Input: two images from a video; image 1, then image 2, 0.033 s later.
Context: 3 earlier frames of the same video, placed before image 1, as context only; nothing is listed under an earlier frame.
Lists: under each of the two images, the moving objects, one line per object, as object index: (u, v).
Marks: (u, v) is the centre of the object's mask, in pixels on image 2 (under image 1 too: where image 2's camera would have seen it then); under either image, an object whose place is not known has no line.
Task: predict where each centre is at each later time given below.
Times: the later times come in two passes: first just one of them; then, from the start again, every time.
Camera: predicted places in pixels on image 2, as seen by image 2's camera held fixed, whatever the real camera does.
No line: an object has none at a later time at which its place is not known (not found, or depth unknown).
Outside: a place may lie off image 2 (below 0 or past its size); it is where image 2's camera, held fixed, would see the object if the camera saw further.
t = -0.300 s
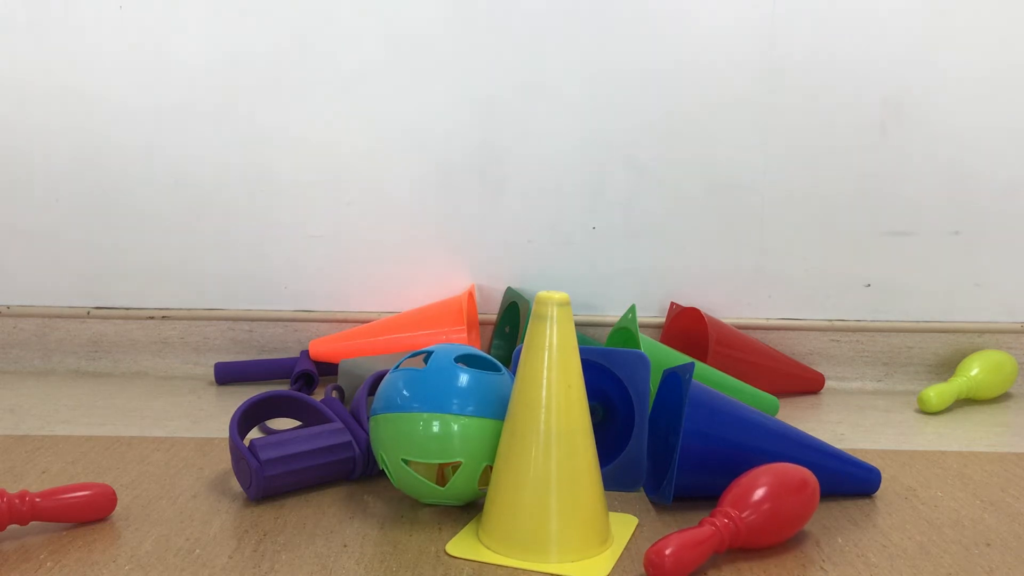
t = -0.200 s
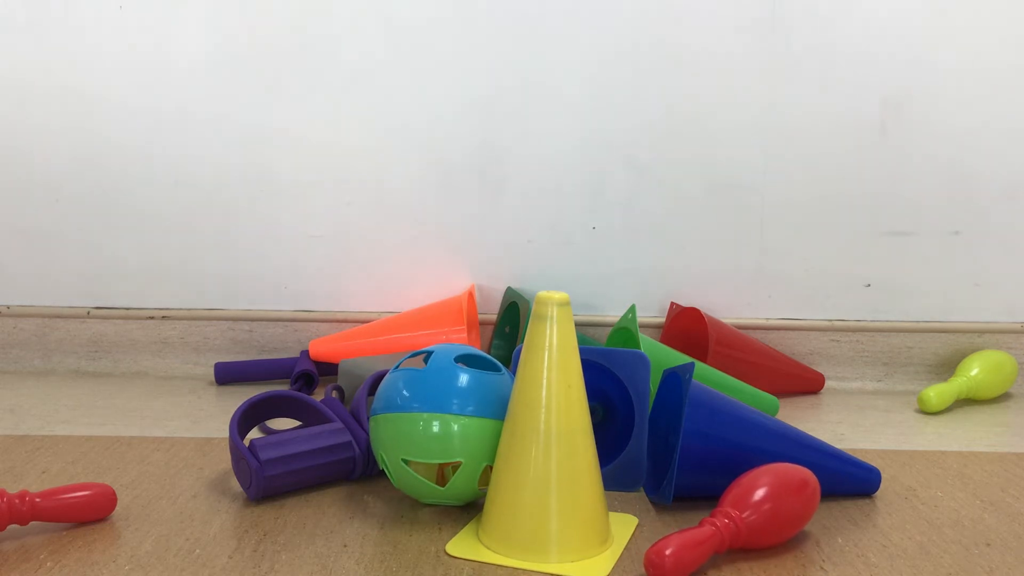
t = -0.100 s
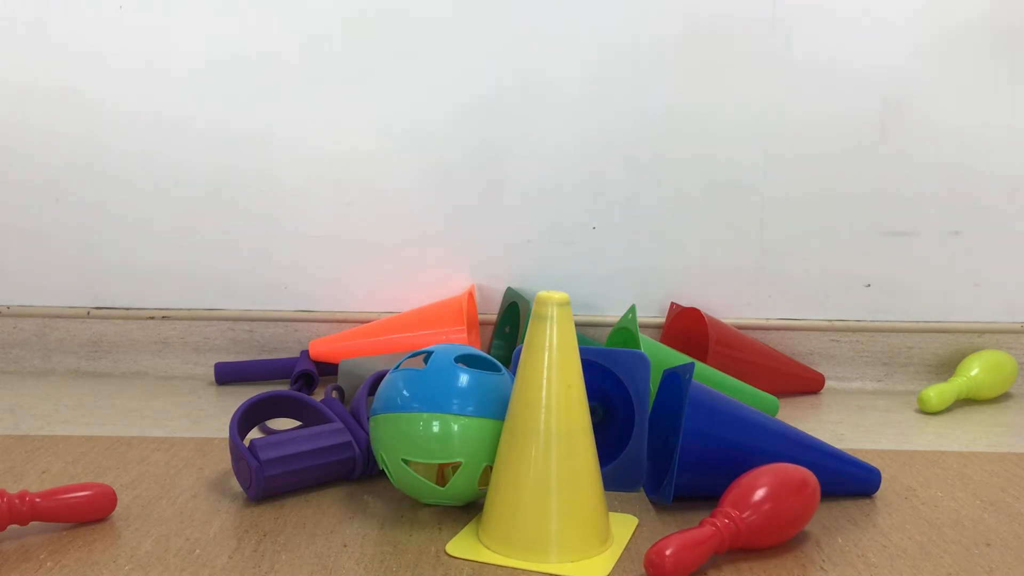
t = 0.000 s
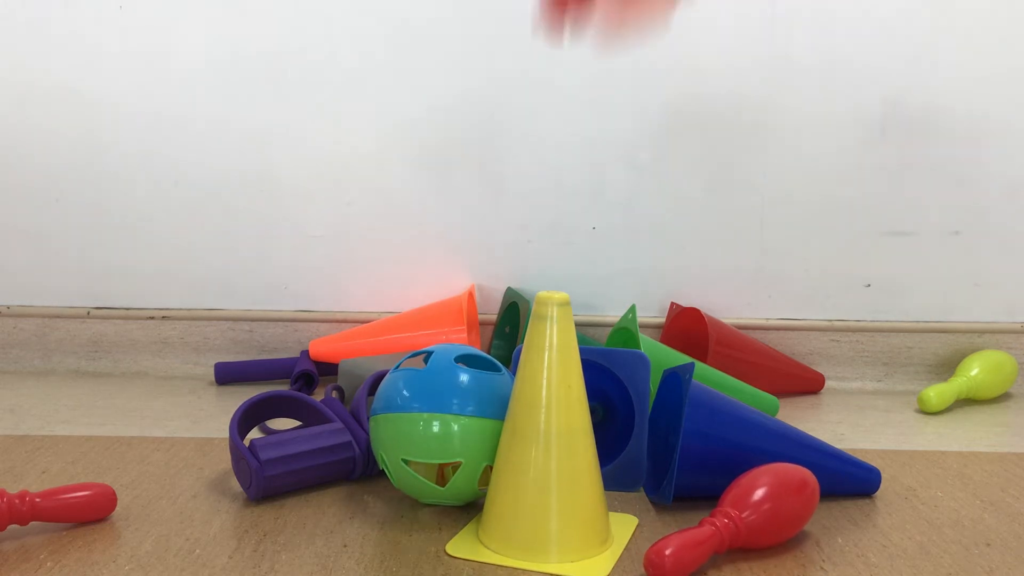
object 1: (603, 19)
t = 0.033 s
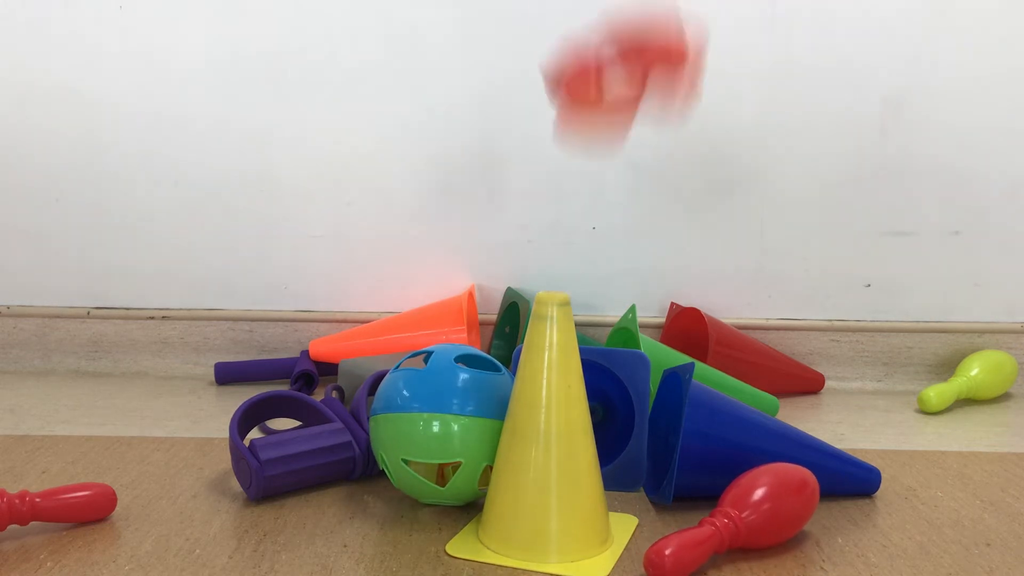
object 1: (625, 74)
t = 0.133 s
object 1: (624, 320)
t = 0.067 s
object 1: (621, 166)
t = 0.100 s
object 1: (621, 249)
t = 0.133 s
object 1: (624, 320)
